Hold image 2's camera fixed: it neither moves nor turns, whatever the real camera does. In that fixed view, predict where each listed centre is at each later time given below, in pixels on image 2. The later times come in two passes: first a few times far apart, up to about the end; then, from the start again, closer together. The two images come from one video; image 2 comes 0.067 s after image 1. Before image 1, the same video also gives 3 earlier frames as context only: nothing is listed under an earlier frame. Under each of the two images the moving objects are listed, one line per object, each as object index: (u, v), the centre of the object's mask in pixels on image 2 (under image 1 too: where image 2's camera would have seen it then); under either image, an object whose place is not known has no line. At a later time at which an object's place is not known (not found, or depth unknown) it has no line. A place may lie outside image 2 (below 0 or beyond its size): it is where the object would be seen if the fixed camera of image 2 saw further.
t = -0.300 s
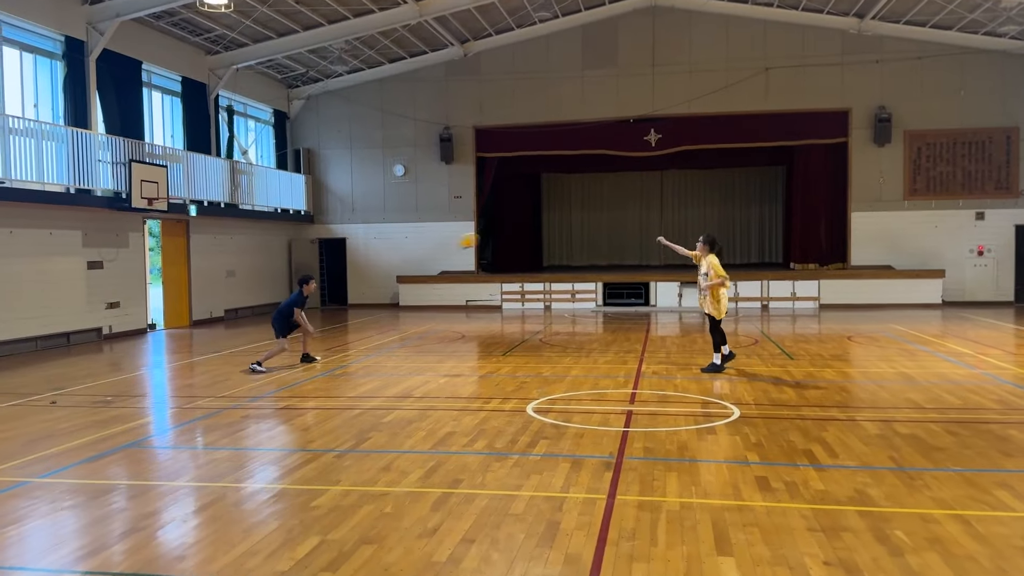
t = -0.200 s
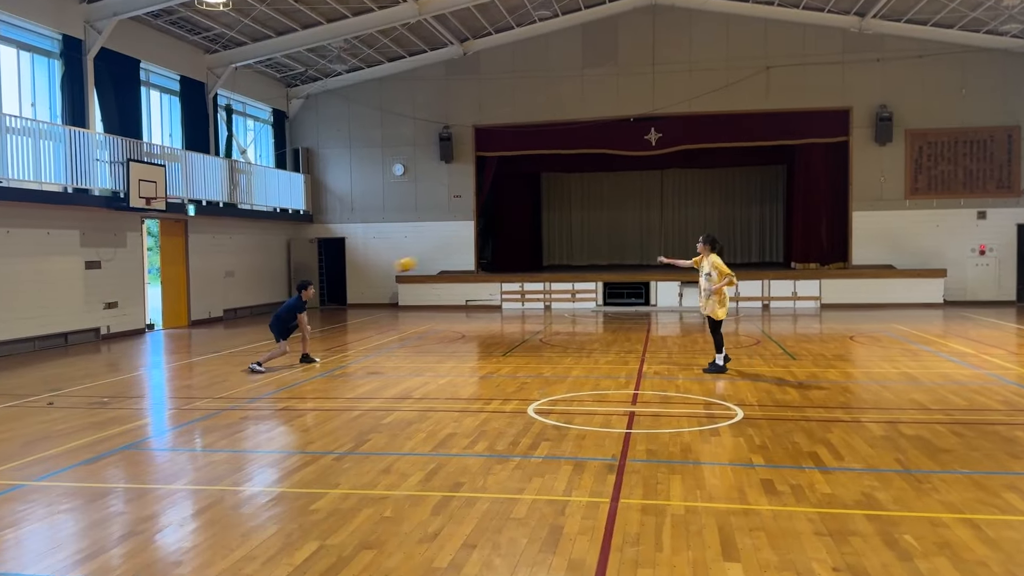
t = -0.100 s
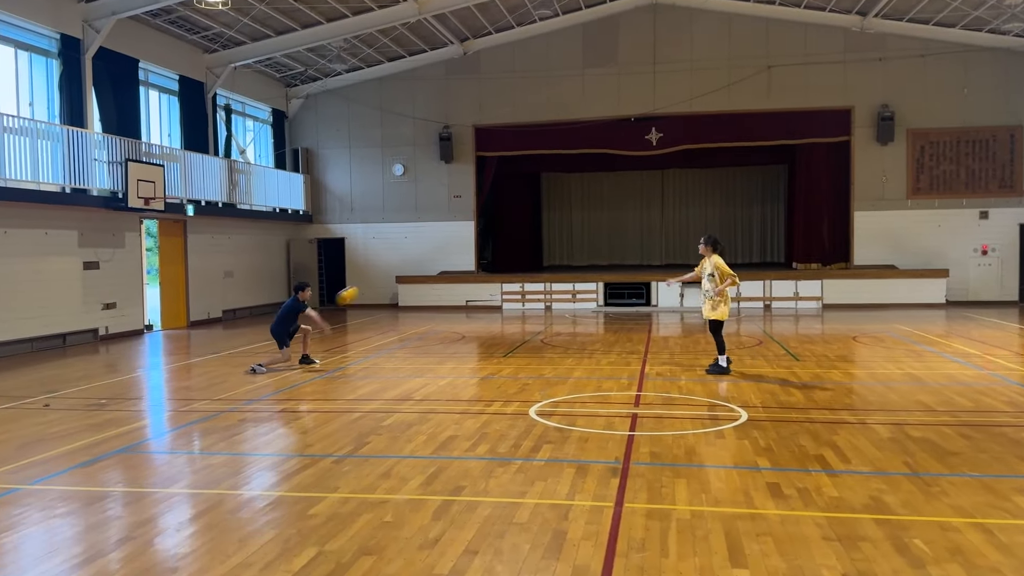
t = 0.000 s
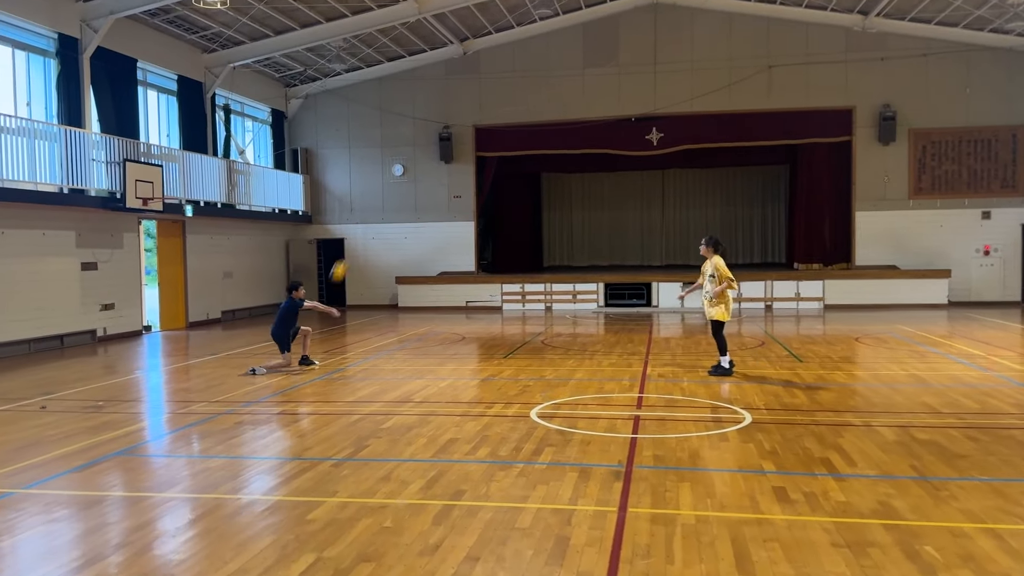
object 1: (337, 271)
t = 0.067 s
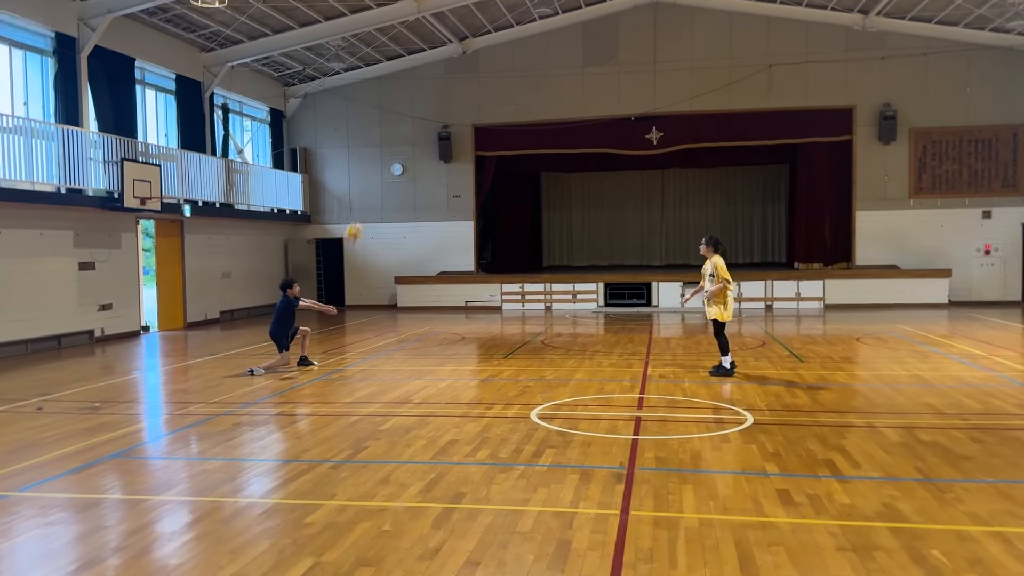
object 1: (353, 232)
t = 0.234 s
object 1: (392, 149)
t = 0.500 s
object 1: (455, 58)
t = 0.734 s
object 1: (509, 20)
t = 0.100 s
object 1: (360, 214)
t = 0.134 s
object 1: (369, 197)
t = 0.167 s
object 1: (376, 180)
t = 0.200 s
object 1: (384, 164)
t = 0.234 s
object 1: (392, 149)
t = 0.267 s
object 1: (400, 135)
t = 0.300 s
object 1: (407, 122)
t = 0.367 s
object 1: (423, 98)
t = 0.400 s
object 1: (431, 87)
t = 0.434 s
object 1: (439, 76)
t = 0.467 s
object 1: (446, 67)
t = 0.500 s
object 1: (455, 58)
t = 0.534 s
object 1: (463, 50)
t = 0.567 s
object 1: (469, 44)
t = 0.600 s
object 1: (477, 37)
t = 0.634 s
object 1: (485, 32)
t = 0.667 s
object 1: (494, 27)
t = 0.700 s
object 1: (501, 24)
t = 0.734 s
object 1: (509, 20)
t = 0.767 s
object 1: (517, 18)
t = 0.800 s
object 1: (526, 17)
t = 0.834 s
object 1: (533, 17)
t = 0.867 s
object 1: (541, 18)
